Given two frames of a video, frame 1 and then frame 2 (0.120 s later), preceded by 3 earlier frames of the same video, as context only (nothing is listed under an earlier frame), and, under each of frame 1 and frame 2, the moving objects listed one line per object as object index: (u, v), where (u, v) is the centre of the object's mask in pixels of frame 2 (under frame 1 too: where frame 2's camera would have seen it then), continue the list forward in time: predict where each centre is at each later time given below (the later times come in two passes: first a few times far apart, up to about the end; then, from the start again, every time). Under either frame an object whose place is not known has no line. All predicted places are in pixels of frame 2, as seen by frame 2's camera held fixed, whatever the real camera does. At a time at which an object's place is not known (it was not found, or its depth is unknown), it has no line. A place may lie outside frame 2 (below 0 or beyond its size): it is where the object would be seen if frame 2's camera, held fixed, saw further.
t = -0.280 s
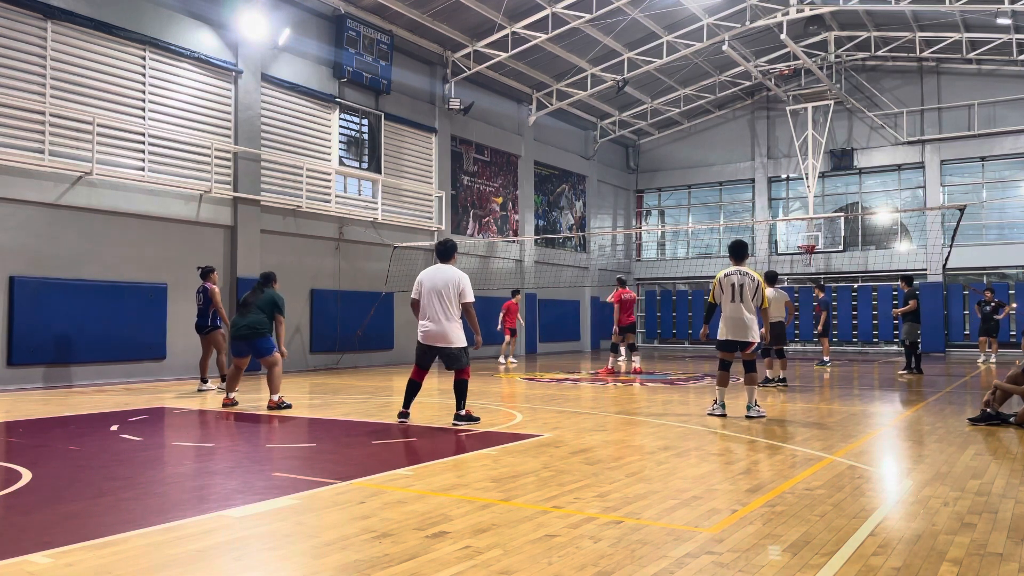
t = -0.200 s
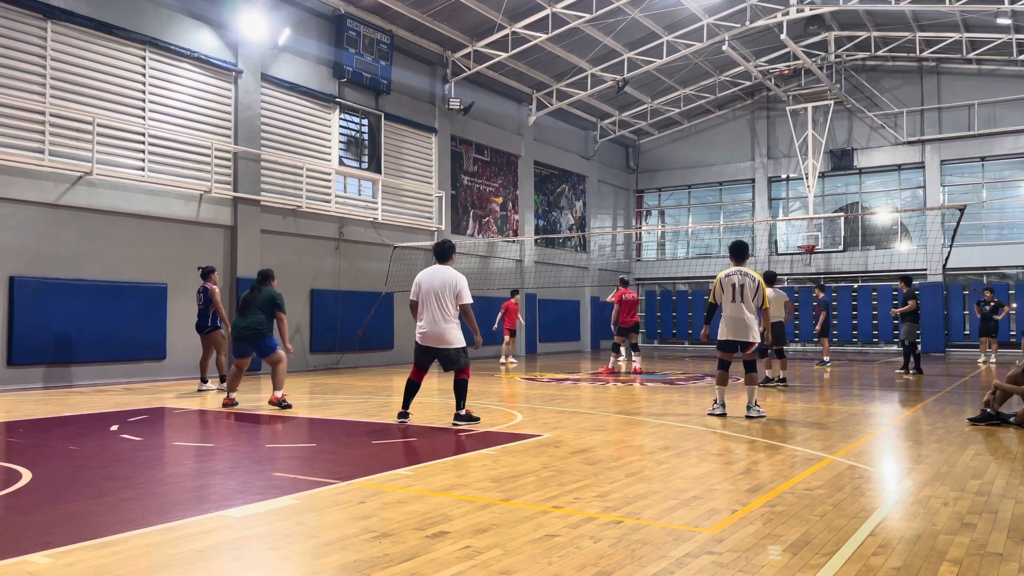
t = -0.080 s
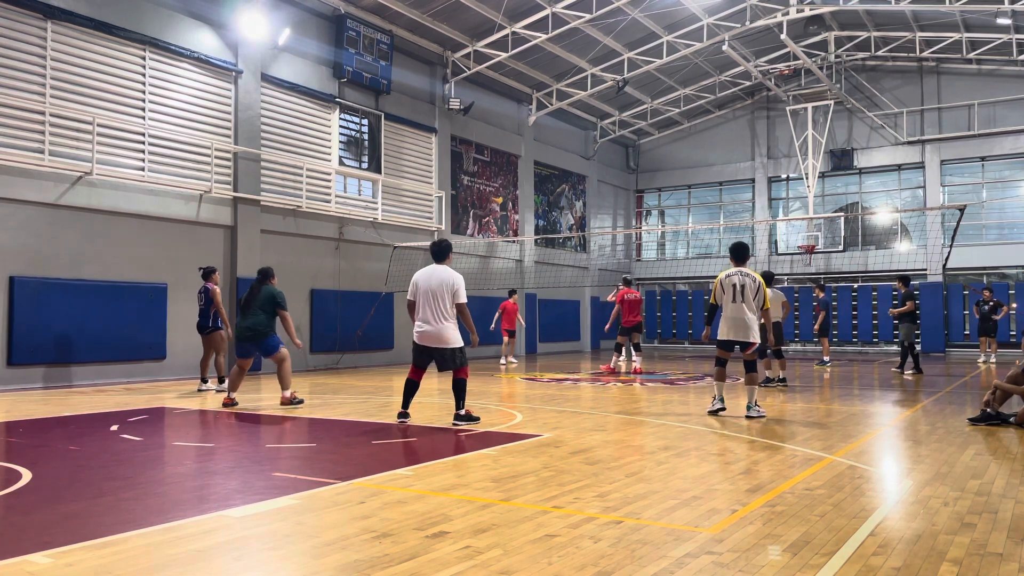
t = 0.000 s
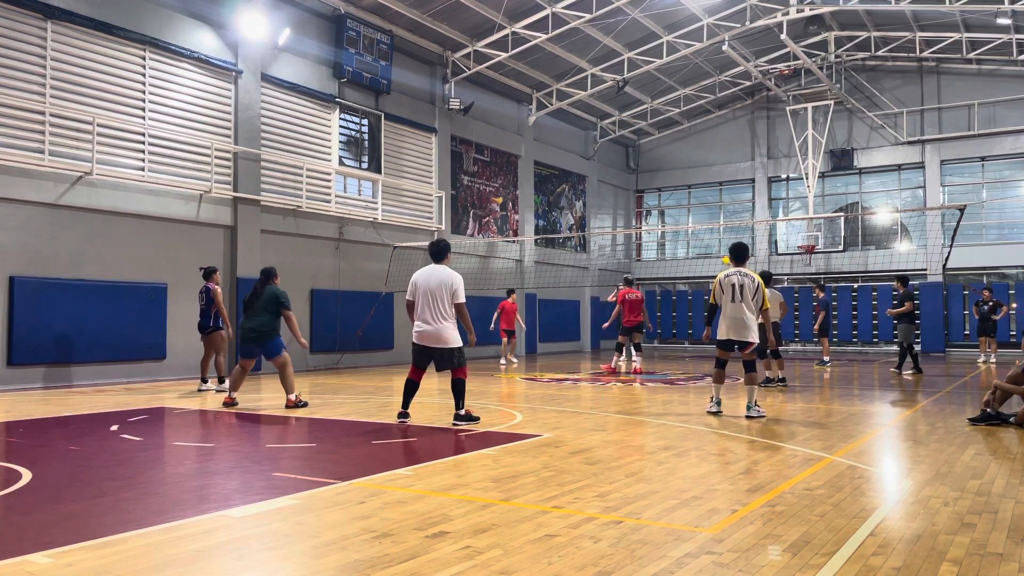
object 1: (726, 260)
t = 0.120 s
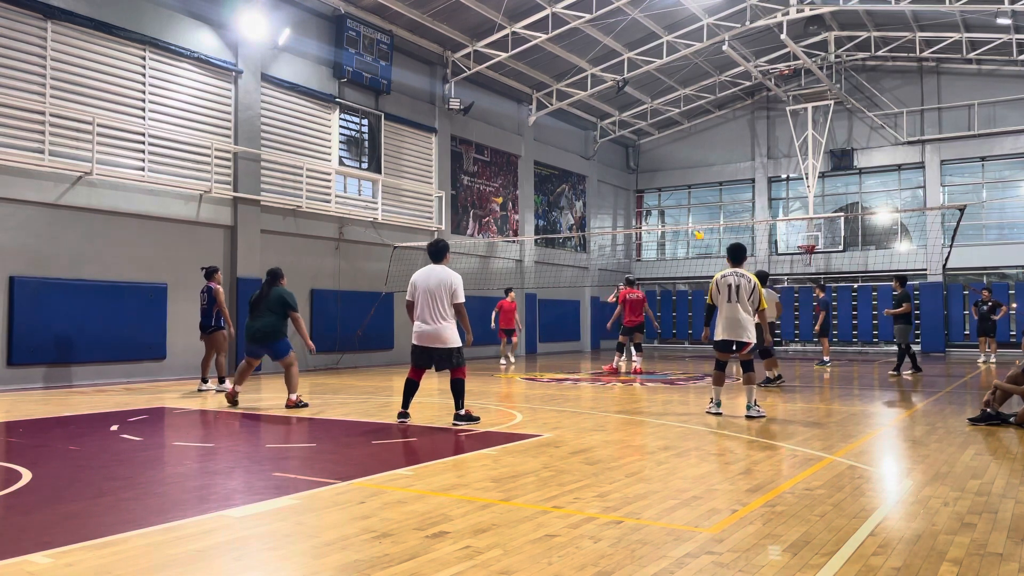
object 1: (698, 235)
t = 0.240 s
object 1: (668, 211)
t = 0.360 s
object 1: (636, 189)
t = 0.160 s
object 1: (689, 226)
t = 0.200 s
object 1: (679, 218)
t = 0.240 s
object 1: (668, 211)
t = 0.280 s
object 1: (658, 203)
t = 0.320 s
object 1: (646, 194)
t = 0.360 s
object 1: (636, 189)
